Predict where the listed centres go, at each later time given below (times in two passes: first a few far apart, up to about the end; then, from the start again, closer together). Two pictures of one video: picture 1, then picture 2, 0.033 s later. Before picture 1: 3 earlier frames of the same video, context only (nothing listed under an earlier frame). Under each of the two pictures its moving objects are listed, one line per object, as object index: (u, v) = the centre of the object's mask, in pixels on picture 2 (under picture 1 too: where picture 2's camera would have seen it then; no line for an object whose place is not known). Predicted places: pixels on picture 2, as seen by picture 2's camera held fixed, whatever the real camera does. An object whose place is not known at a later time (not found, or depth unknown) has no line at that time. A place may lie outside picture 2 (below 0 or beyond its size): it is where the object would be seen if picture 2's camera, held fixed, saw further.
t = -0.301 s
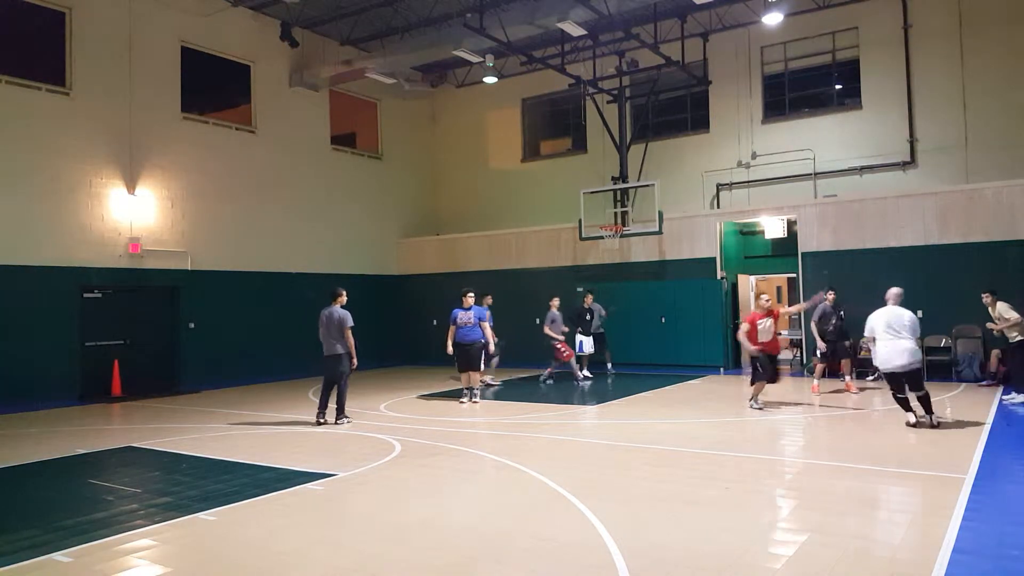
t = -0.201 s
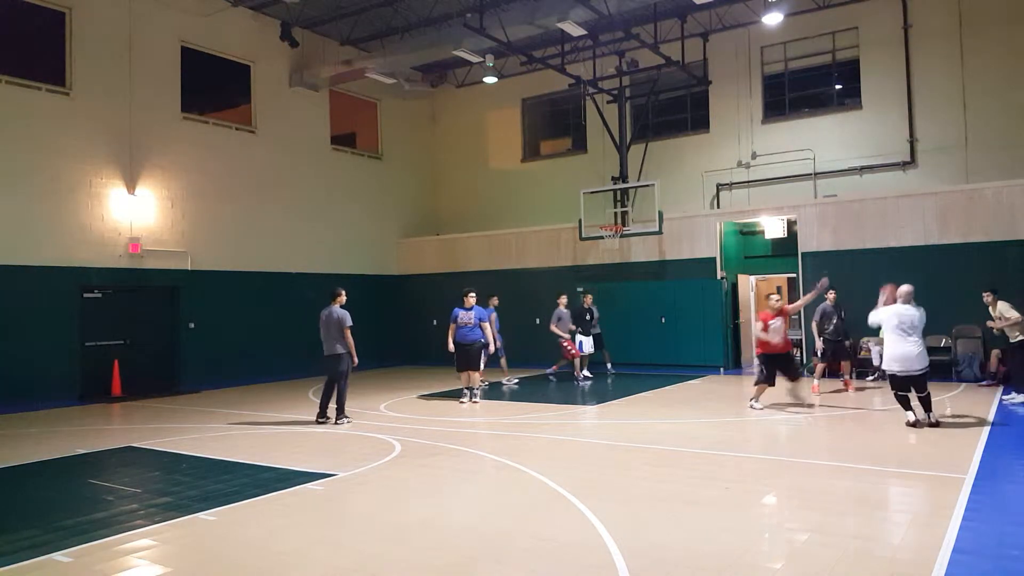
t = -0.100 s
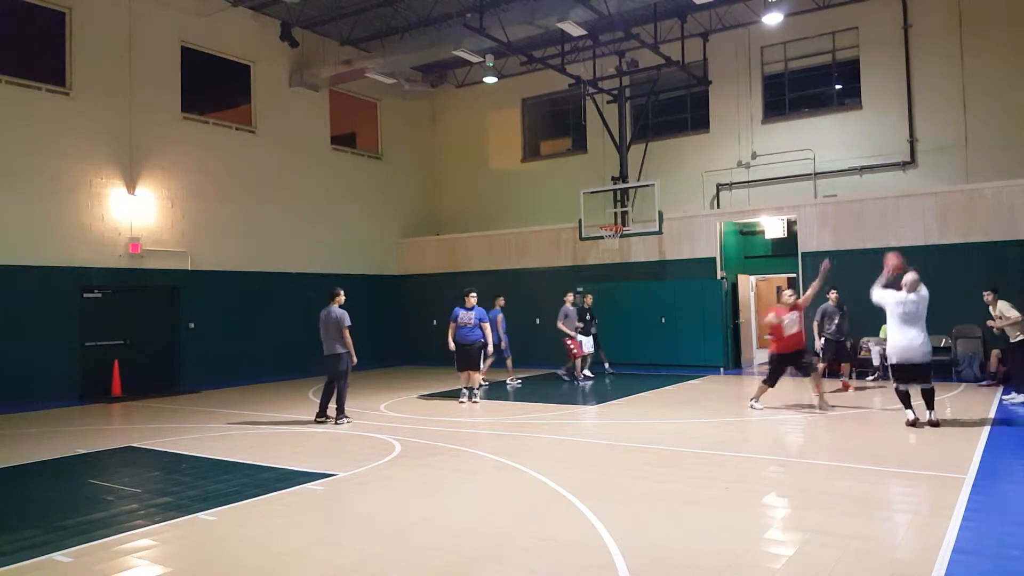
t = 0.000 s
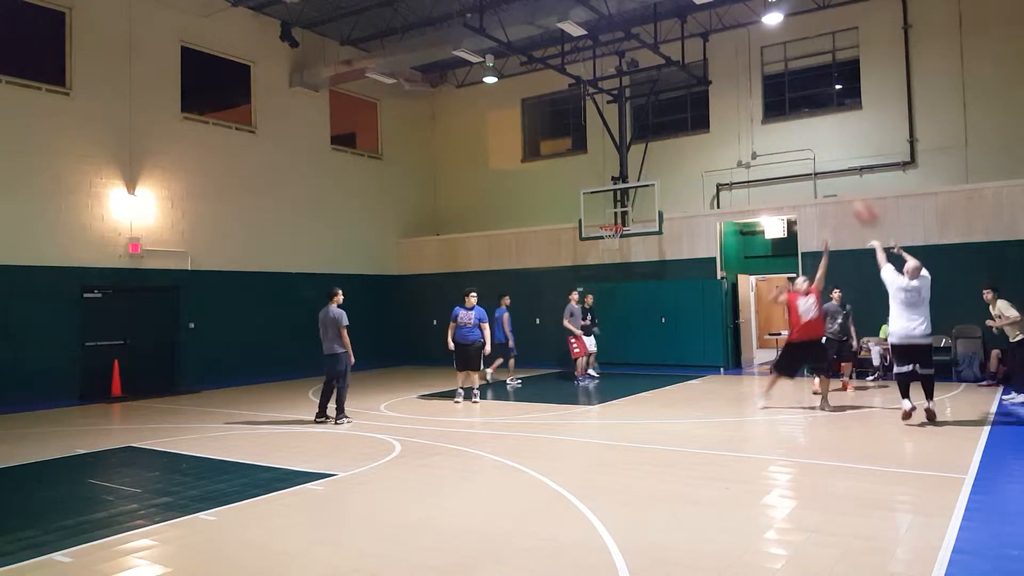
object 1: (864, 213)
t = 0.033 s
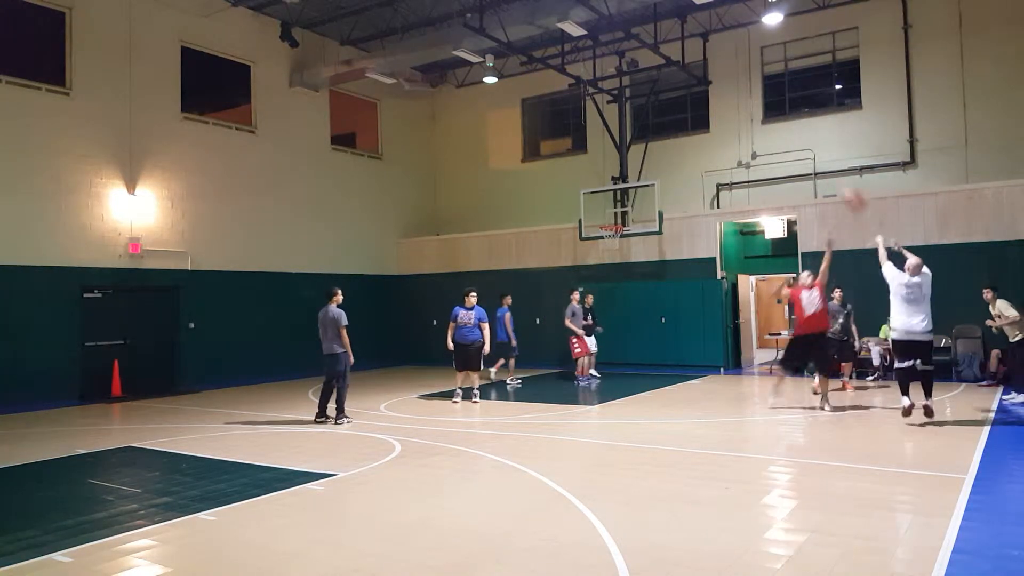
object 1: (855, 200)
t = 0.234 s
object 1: (789, 132)
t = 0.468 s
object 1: (734, 104)
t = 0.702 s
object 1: (690, 111)
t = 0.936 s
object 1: (654, 144)
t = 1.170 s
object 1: (623, 198)
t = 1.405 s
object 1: (621, 202)
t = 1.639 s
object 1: (635, 190)
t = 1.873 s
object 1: (650, 205)
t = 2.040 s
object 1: (661, 237)
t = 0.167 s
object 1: (809, 148)
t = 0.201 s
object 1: (798, 140)
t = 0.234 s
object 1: (789, 132)
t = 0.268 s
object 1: (780, 125)
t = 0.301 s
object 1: (771, 119)
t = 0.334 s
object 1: (763, 114)
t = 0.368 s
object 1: (755, 110)
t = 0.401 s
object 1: (746, 108)
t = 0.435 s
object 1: (742, 104)
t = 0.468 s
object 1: (734, 104)
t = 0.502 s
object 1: (726, 103)
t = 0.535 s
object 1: (719, 102)
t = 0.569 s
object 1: (713, 104)
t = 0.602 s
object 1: (707, 104)
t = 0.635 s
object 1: (701, 105)
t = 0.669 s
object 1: (695, 107)
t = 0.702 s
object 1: (690, 111)
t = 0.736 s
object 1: (684, 114)
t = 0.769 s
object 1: (679, 118)
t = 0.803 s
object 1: (673, 122)
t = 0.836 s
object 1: (668, 127)
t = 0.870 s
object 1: (663, 131)
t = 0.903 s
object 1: (658, 138)
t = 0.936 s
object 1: (654, 144)
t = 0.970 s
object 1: (648, 153)
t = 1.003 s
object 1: (643, 159)
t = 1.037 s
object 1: (640, 167)
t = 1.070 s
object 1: (635, 174)
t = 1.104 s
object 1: (632, 182)
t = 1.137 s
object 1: (627, 193)
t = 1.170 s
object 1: (623, 198)
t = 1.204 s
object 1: (620, 209)
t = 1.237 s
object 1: (616, 220)
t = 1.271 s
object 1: (616, 220)
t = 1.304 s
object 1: (618, 216)
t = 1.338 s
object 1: (619, 210)
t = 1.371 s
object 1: (620, 205)
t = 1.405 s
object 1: (621, 202)
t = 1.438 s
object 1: (624, 199)
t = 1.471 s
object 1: (624, 197)
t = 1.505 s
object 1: (628, 194)
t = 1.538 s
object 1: (629, 193)
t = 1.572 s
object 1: (630, 191)
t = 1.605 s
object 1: (633, 190)
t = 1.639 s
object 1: (635, 190)
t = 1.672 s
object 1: (637, 190)
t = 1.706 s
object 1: (639, 191)
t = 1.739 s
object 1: (641, 192)
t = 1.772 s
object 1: (642, 194)
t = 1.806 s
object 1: (646, 196)
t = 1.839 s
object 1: (648, 201)
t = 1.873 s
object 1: (650, 205)
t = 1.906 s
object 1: (654, 211)
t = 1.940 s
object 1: (655, 215)
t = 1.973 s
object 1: (657, 222)
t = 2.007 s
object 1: (660, 230)
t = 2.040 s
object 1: (661, 237)
